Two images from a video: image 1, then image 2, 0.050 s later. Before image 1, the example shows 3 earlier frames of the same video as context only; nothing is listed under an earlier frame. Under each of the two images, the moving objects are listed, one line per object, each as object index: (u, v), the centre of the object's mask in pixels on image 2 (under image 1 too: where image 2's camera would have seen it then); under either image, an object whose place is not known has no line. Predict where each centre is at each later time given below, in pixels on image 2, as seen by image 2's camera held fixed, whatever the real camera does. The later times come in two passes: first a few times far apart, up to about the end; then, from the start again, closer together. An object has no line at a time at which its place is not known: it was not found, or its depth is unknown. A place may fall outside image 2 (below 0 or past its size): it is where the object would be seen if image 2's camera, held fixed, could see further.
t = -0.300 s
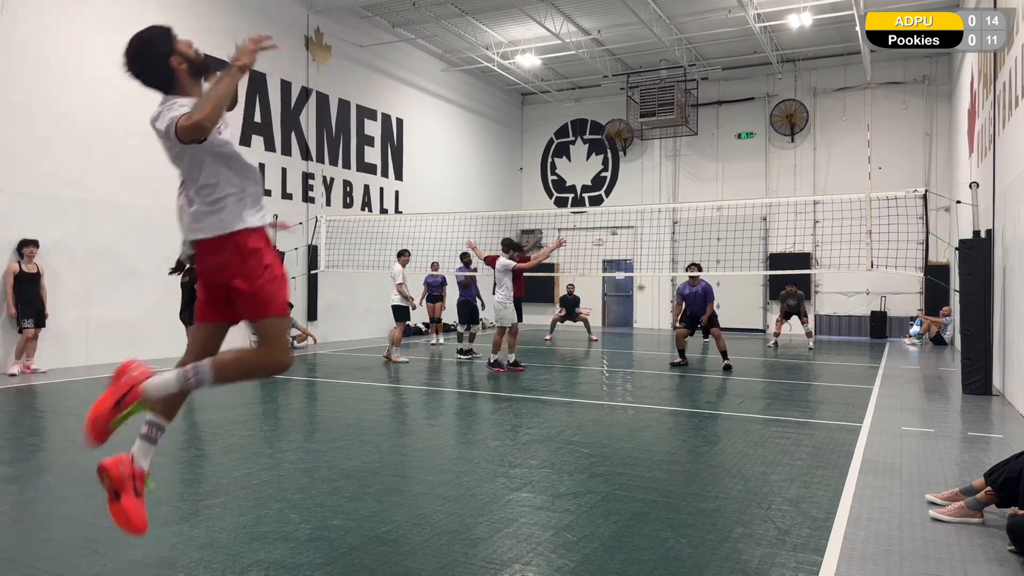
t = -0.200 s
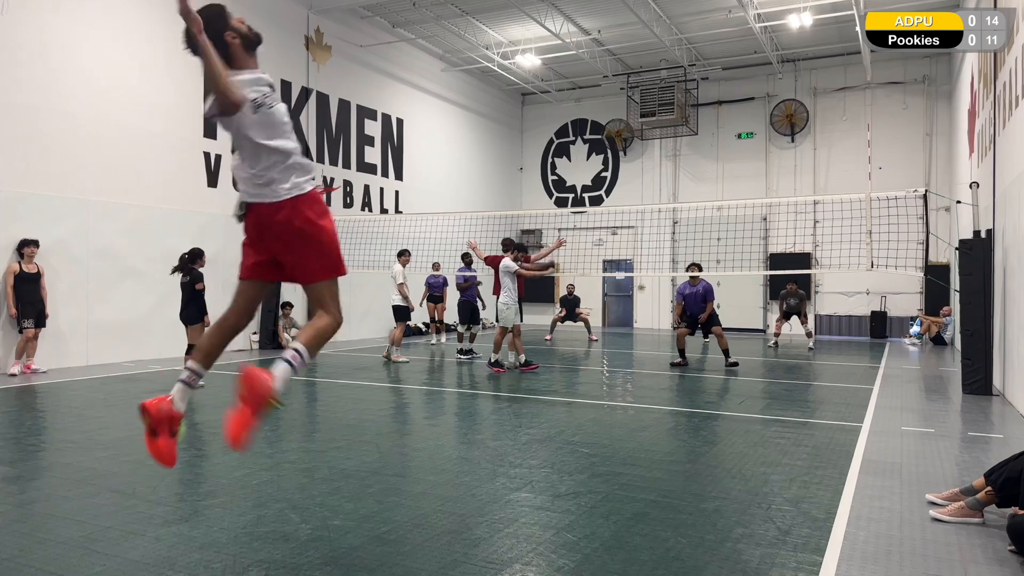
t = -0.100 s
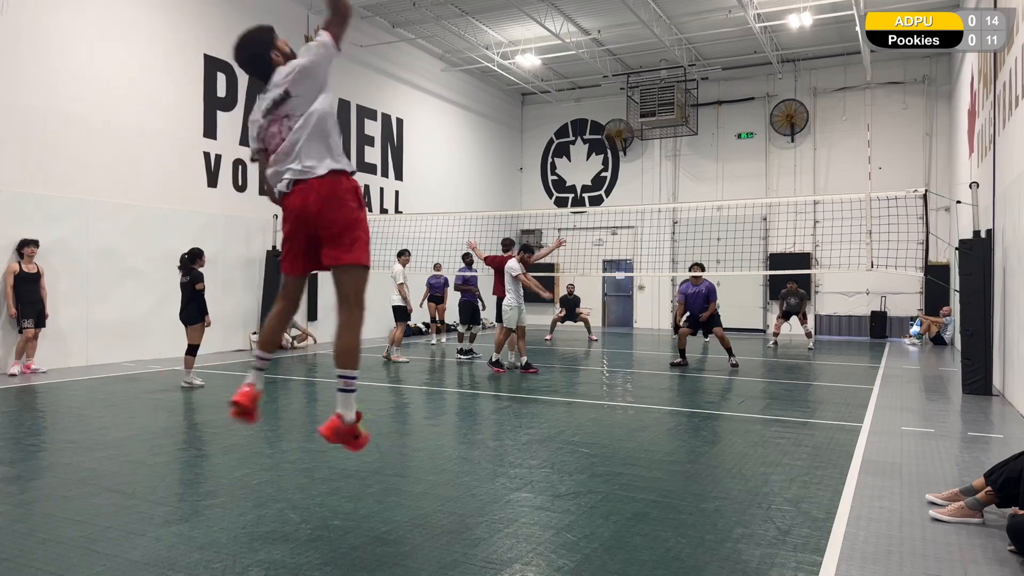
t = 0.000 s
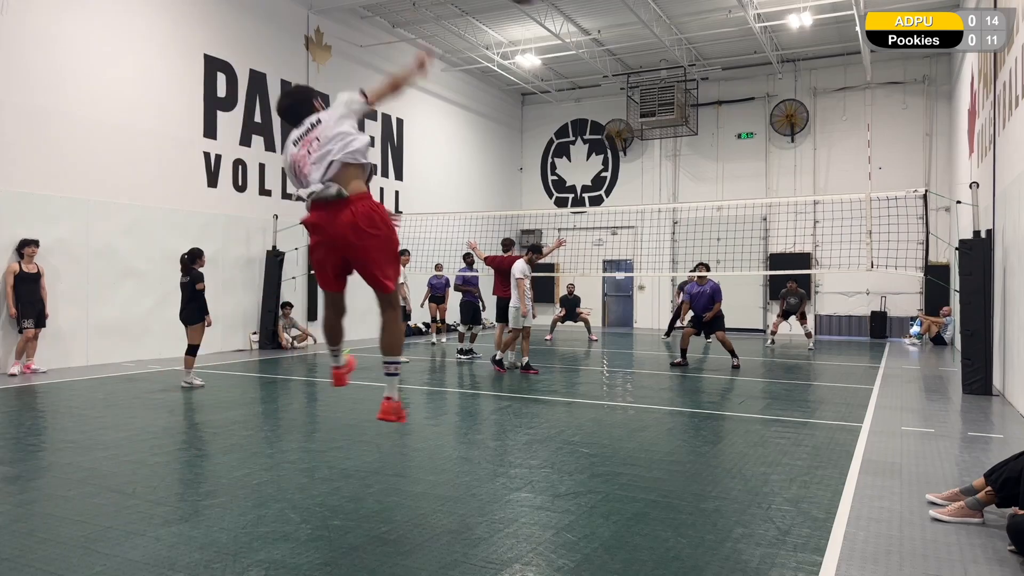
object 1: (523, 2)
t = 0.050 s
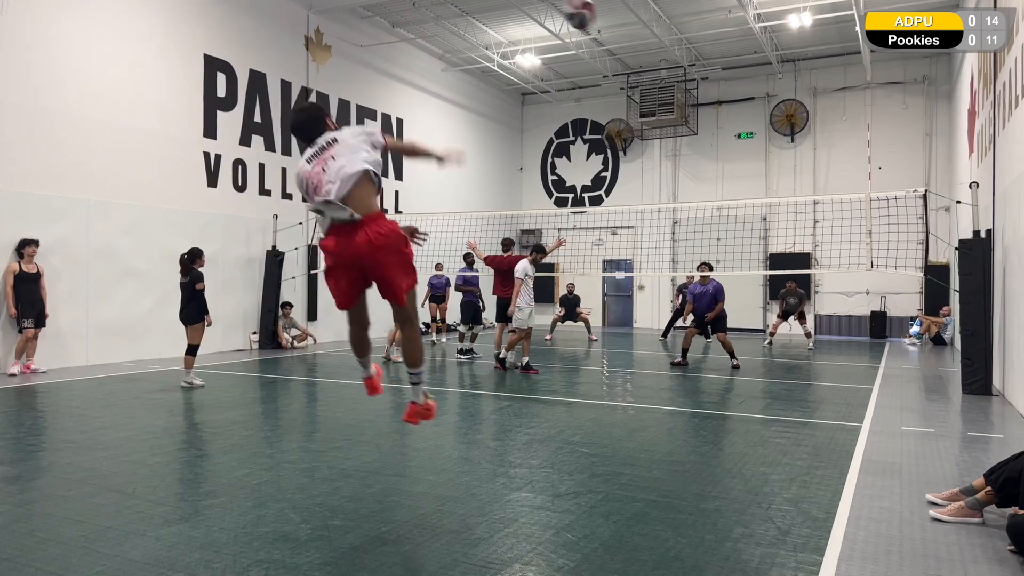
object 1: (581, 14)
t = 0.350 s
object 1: (728, 141)
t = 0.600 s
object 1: (775, 230)
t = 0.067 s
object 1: (597, 22)
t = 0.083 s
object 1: (610, 30)
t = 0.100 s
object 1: (625, 39)
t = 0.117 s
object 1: (636, 47)
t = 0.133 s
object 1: (645, 55)
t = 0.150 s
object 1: (655, 61)
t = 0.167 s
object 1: (663, 68)
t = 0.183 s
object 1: (672, 75)
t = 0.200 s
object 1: (679, 82)
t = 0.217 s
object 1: (686, 88)
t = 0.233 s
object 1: (692, 94)
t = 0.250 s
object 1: (698, 102)
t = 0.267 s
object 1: (704, 109)
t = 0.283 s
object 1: (709, 116)
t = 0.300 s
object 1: (715, 122)
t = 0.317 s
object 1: (719, 128)
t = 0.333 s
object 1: (724, 134)
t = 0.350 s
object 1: (728, 141)
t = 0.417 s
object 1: (743, 166)
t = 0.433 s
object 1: (747, 171)
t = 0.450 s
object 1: (751, 177)
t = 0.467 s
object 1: (754, 183)
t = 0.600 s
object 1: (775, 230)
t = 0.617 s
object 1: (777, 236)
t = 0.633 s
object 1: (780, 242)
